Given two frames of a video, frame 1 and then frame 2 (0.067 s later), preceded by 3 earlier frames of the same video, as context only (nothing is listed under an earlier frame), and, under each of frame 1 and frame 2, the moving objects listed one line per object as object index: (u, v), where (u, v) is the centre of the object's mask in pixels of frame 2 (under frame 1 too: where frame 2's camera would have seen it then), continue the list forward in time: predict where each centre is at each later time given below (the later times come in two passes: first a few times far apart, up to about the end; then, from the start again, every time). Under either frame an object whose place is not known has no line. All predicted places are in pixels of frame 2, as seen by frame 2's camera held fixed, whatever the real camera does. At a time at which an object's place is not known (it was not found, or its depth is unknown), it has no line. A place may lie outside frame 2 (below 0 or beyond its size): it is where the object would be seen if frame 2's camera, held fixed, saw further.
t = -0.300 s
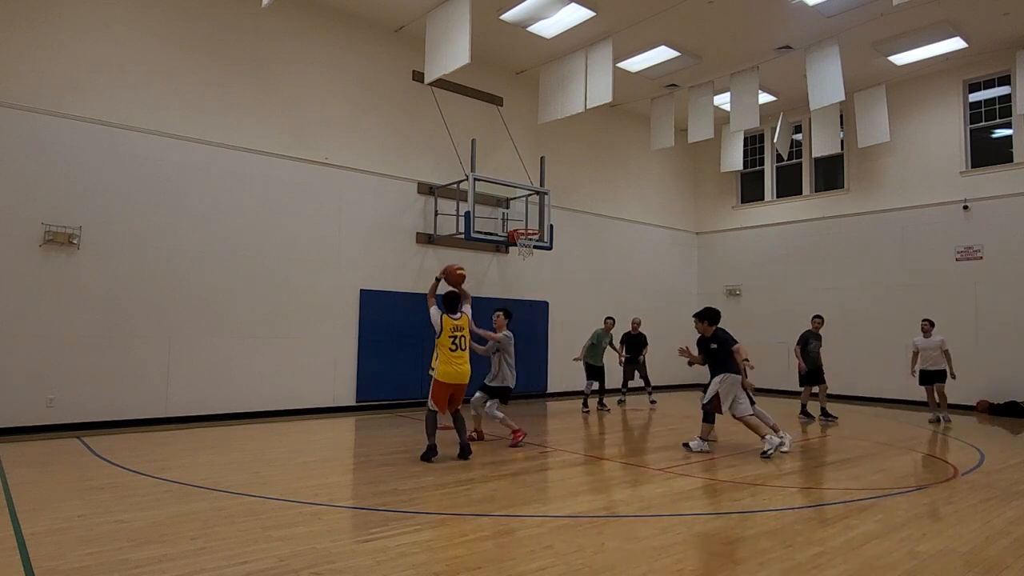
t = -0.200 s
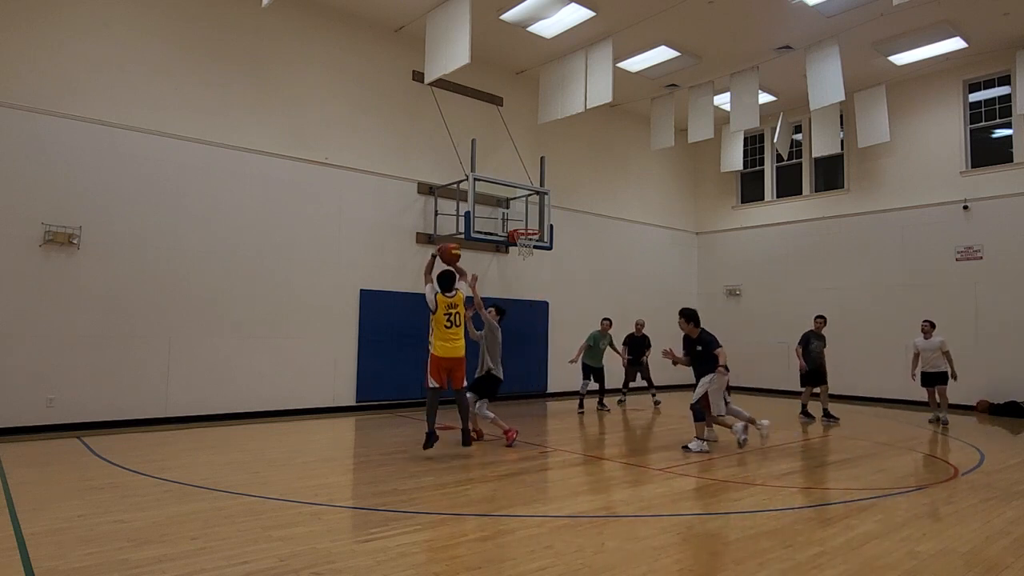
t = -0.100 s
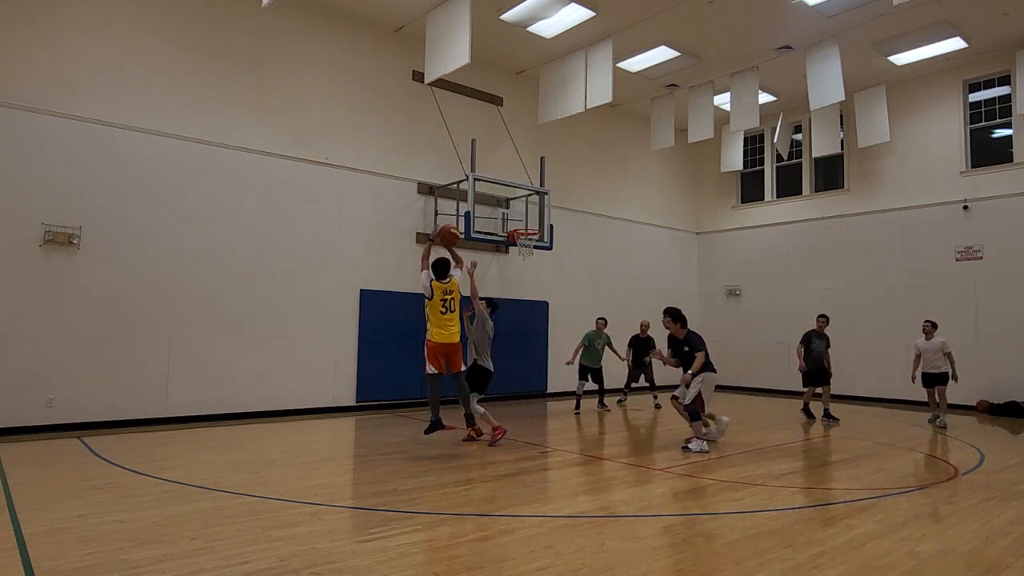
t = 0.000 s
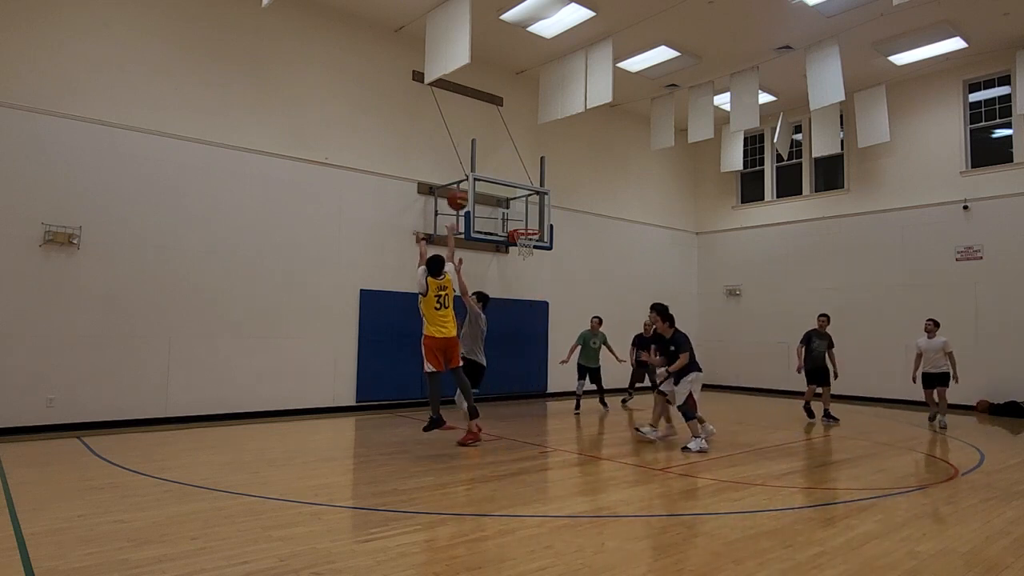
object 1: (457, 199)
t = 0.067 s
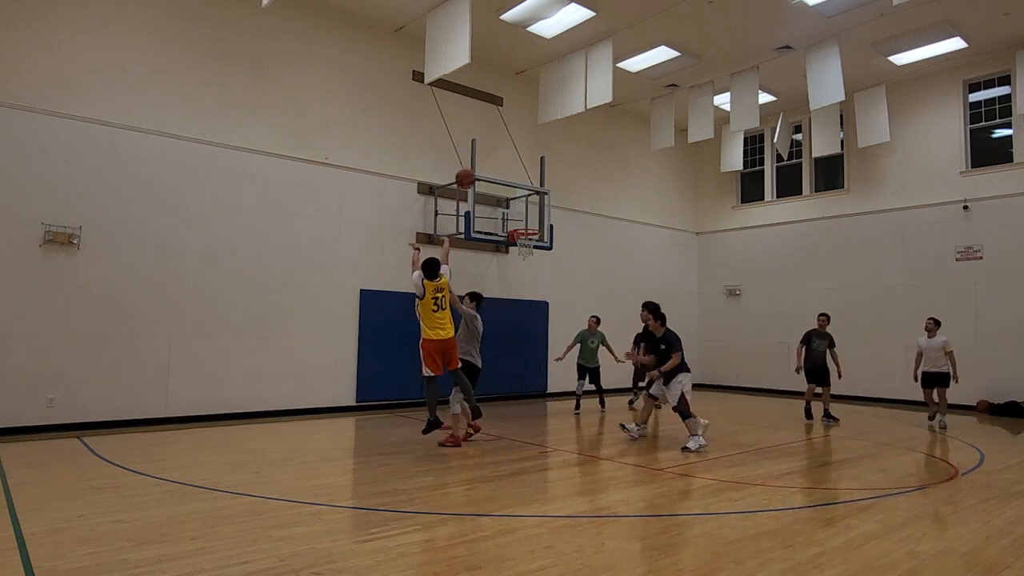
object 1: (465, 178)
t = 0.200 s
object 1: (480, 150)
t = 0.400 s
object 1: (497, 137)
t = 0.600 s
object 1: (511, 151)
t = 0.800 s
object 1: (523, 188)
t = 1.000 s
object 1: (533, 224)
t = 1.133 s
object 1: (545, 230)
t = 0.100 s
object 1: (469, 169)
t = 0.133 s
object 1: (473, 162)
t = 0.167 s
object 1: (476, 156)
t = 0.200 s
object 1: (480, 150)
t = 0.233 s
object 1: (482, 146)
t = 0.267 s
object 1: (486, 142)
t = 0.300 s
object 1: (489, 140)
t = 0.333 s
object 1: (492, 138)
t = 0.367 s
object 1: (494, 137)
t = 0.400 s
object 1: (497, 137)
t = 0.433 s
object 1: (499, 138)
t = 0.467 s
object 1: (502, 139)
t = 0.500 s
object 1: (504, 141)
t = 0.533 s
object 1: (507, 144)
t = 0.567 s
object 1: (509, 147)
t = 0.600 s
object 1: (511, 151)
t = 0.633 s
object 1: (513, 156)
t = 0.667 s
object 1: (515, 161)
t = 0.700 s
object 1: (517, 167)
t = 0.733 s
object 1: (519, 174)
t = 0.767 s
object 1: (521, 181)
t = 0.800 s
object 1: (523, 188)
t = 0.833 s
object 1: (525, 196)
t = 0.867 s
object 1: (526, 205)
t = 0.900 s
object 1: (527, 214)
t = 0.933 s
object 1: (529, 223)
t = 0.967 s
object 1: (531, 225)
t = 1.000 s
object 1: (533, 224)
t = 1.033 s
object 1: (536, 224)
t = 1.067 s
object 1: (540, 225)
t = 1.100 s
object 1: (543, 227)
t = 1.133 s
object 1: (545, 230)
